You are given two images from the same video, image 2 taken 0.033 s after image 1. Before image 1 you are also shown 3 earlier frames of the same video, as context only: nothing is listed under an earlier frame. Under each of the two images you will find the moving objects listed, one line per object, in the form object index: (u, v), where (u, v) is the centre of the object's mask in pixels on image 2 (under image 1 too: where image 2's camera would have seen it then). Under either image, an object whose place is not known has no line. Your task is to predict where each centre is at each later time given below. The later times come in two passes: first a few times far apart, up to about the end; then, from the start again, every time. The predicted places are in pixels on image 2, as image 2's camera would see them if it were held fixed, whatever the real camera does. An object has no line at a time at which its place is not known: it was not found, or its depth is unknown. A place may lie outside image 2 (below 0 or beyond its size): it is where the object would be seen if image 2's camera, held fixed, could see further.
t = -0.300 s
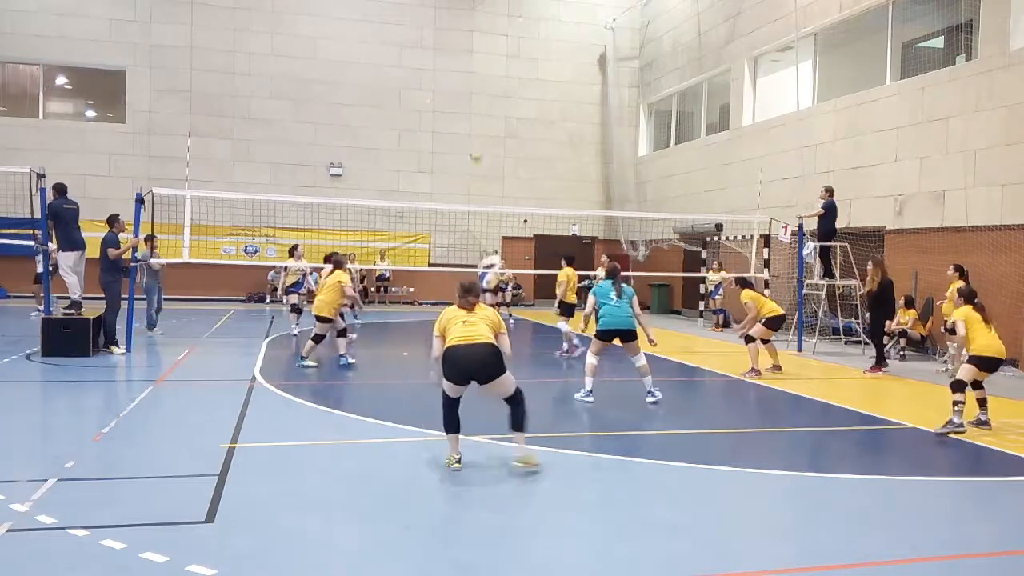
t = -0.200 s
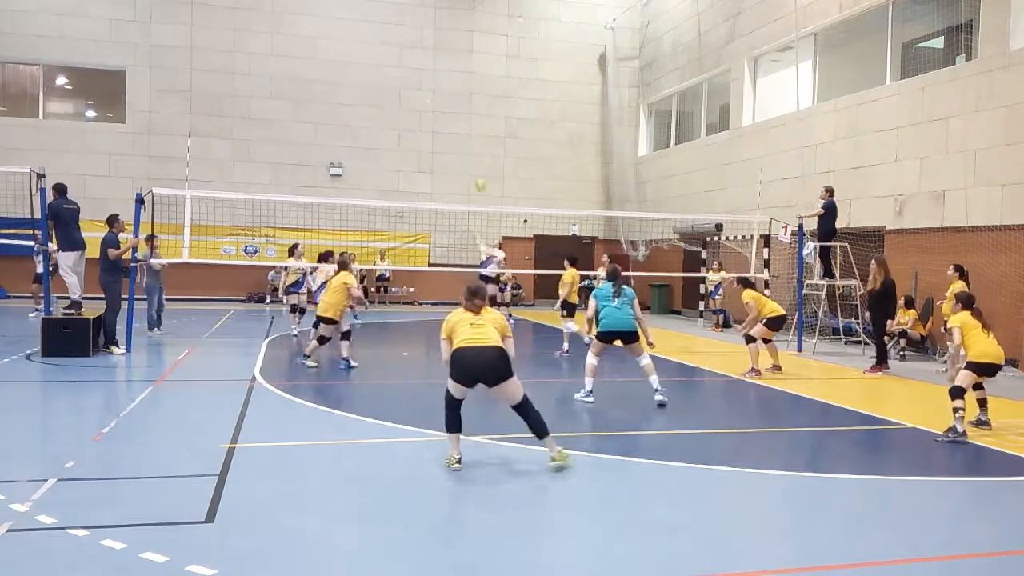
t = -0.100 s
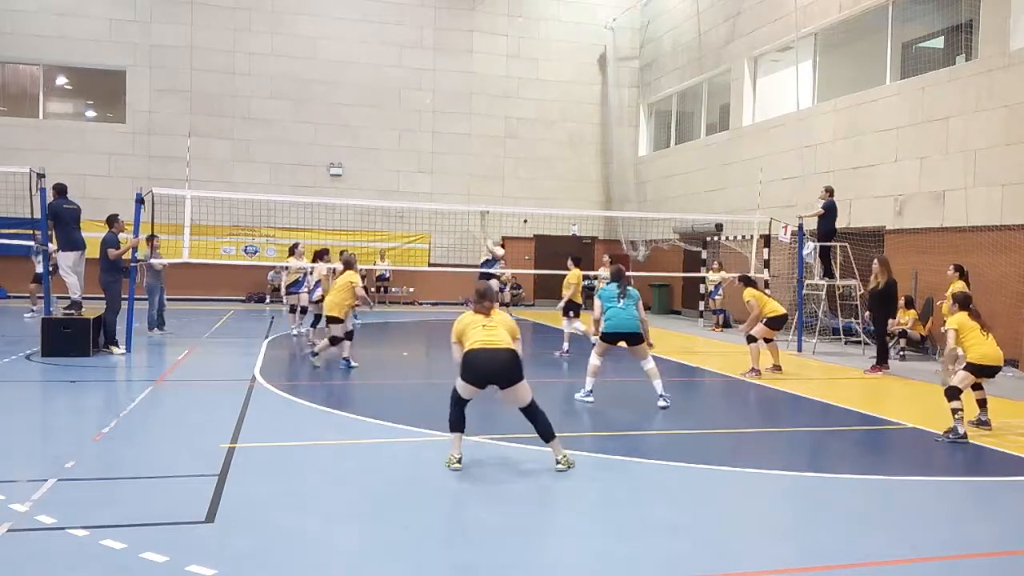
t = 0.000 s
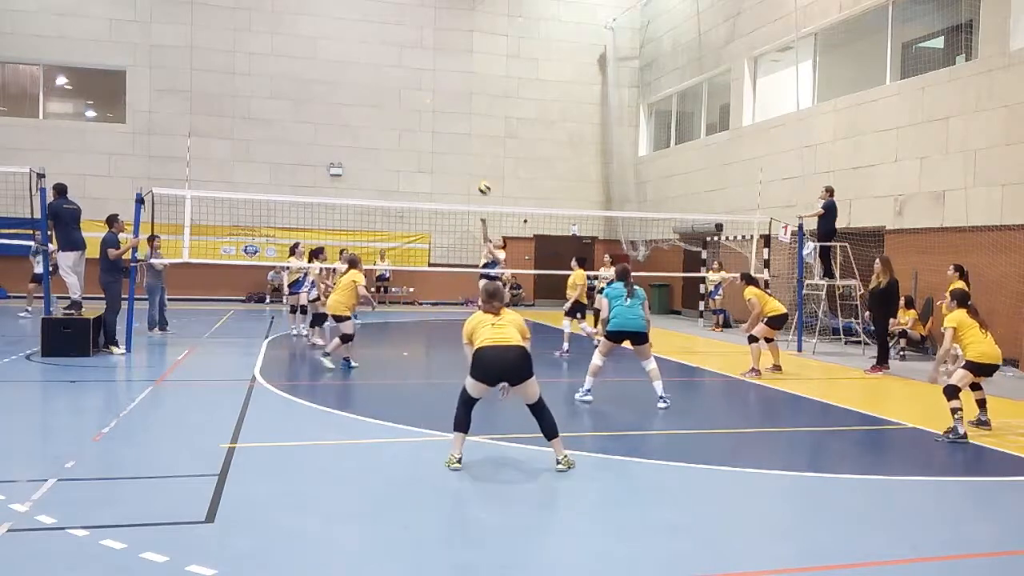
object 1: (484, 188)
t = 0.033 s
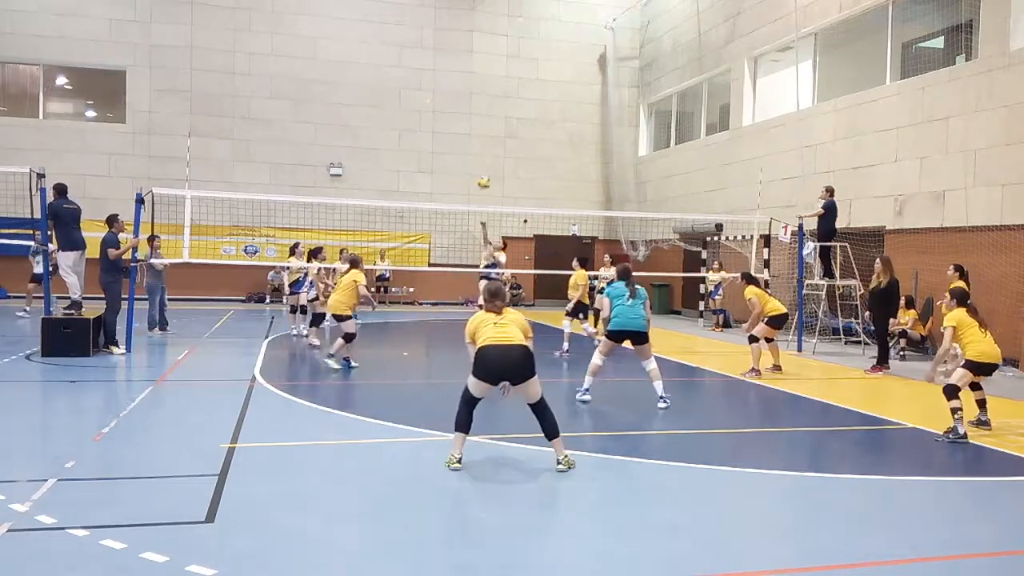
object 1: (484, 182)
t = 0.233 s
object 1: (483, 156)
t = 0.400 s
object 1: (479, 156)
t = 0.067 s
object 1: (484, 177)
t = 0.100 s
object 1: (484, 171)
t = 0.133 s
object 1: (483, 167)
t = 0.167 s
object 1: (483, 162)
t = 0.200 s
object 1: (483, 159)
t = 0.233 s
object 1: (483, 156)
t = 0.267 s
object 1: (482, 154)
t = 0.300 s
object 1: (482, 152)
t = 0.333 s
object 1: (482, 152)
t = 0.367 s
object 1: (481, 153)
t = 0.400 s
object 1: (479, 156)
